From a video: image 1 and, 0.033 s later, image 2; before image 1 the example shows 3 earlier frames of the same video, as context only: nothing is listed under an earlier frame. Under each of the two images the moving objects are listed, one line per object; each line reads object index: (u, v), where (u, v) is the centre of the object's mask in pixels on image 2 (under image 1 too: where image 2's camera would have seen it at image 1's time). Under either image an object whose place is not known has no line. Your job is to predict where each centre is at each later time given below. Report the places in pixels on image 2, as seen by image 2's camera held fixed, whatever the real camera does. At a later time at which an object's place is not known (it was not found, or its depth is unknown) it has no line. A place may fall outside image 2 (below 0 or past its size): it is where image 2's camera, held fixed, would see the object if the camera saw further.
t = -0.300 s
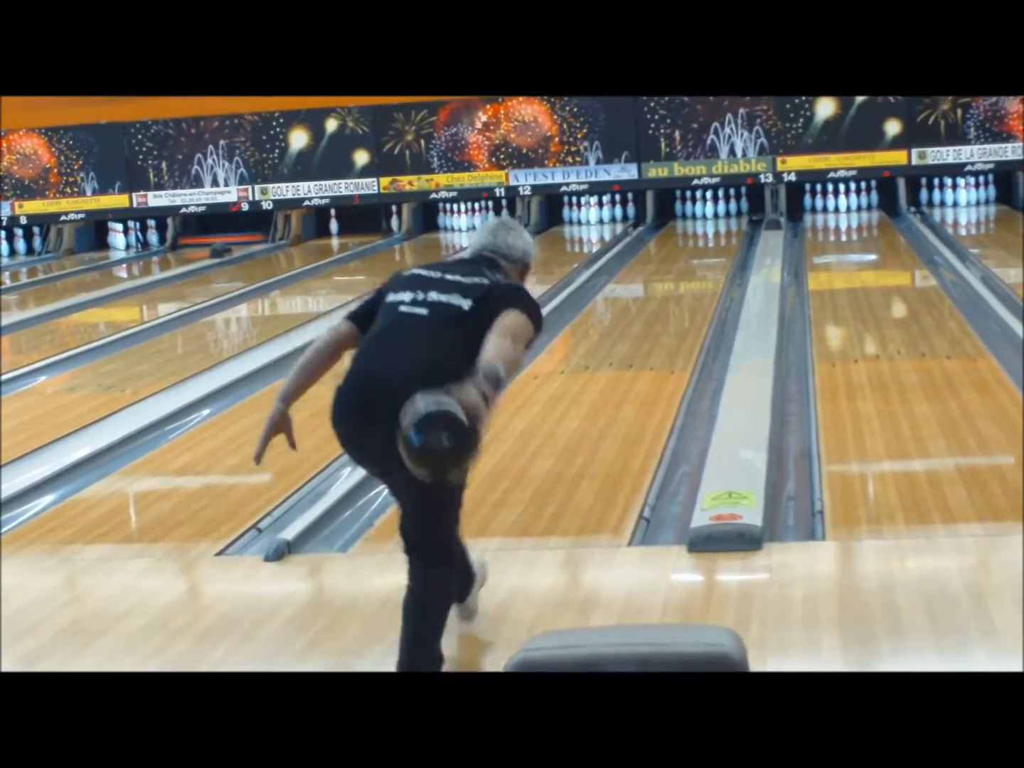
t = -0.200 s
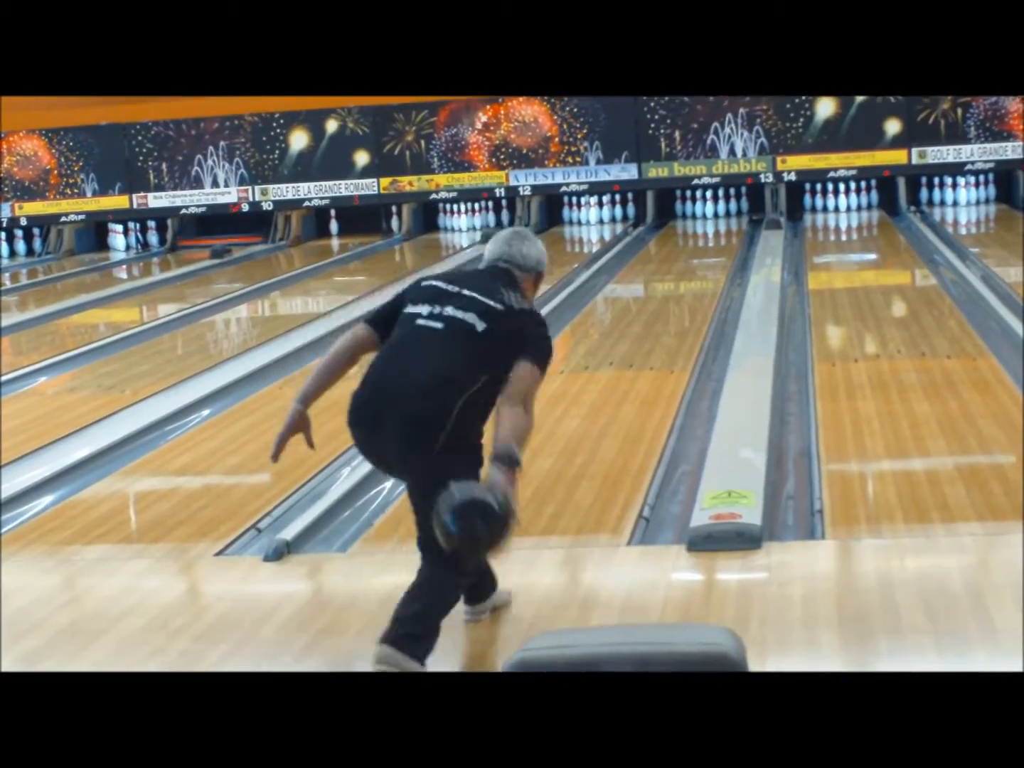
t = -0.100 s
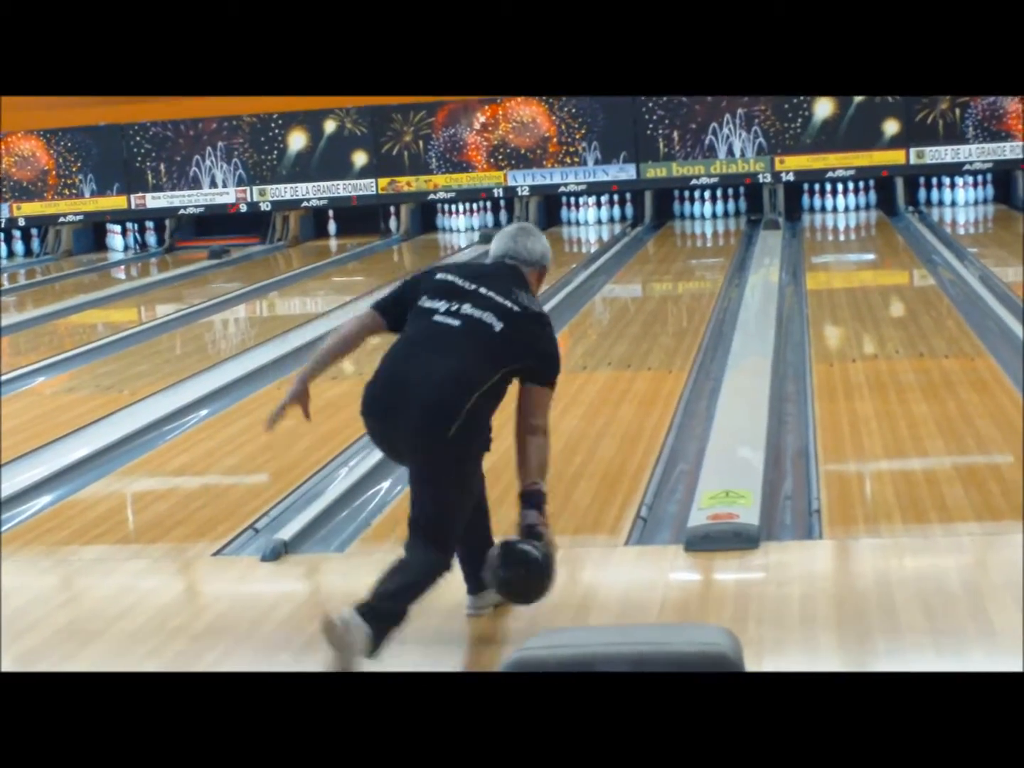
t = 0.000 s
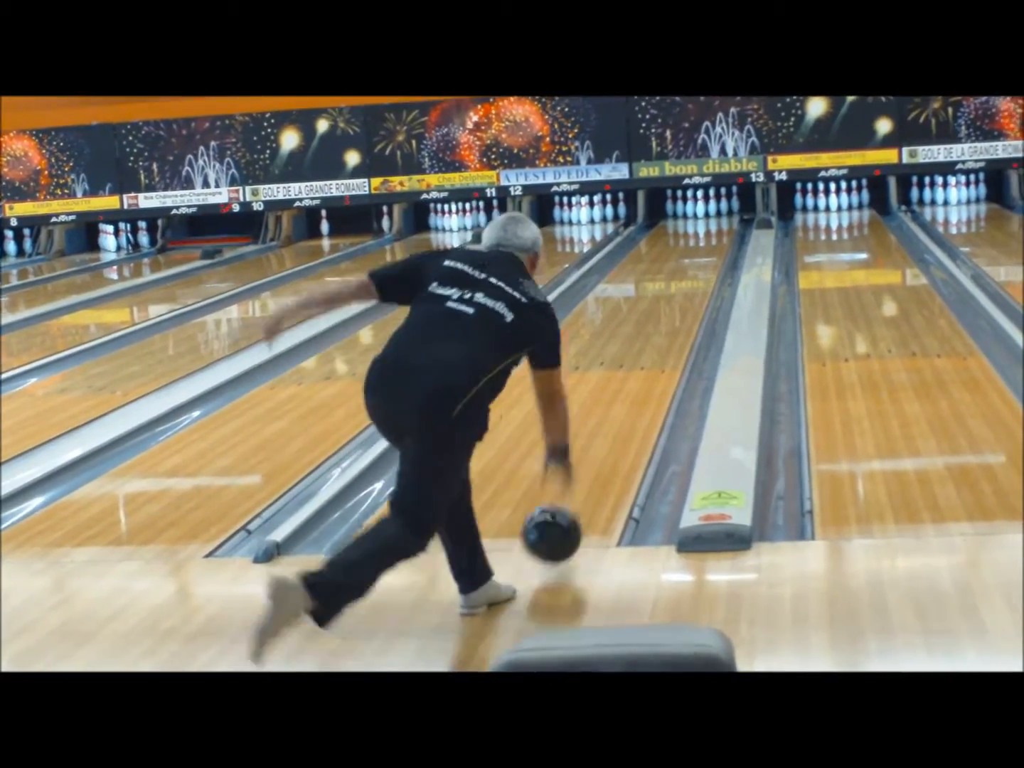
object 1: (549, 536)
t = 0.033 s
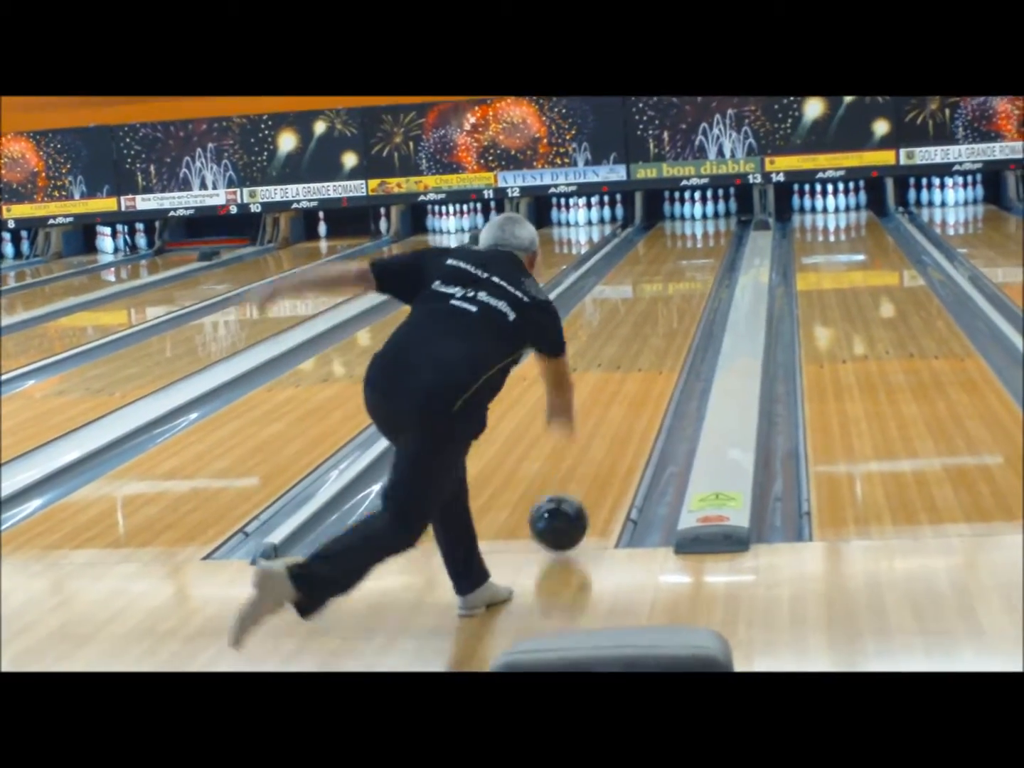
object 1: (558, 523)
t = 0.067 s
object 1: (568, 513)
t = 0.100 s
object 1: (576, 497)
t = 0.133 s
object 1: (582, 483)
